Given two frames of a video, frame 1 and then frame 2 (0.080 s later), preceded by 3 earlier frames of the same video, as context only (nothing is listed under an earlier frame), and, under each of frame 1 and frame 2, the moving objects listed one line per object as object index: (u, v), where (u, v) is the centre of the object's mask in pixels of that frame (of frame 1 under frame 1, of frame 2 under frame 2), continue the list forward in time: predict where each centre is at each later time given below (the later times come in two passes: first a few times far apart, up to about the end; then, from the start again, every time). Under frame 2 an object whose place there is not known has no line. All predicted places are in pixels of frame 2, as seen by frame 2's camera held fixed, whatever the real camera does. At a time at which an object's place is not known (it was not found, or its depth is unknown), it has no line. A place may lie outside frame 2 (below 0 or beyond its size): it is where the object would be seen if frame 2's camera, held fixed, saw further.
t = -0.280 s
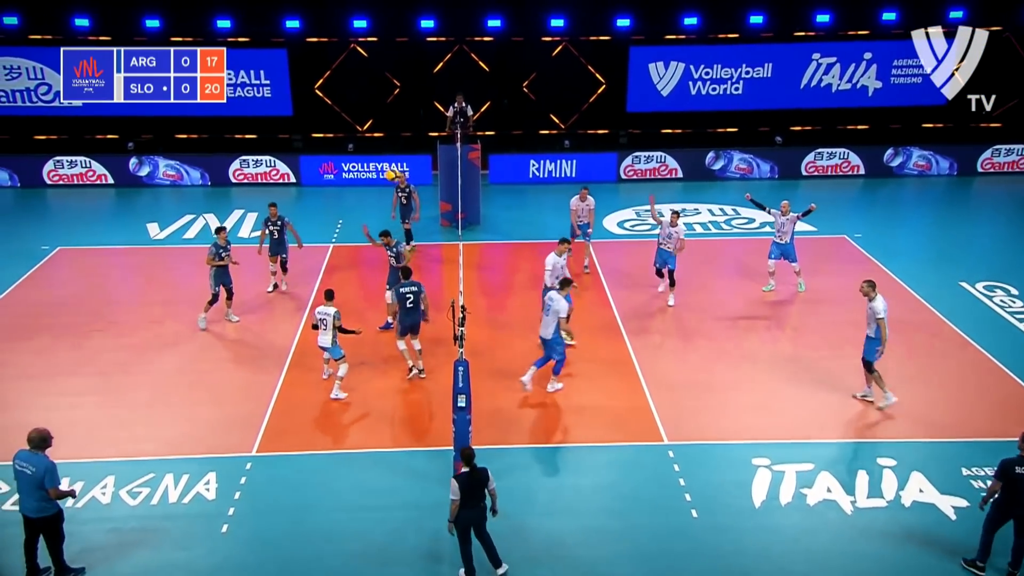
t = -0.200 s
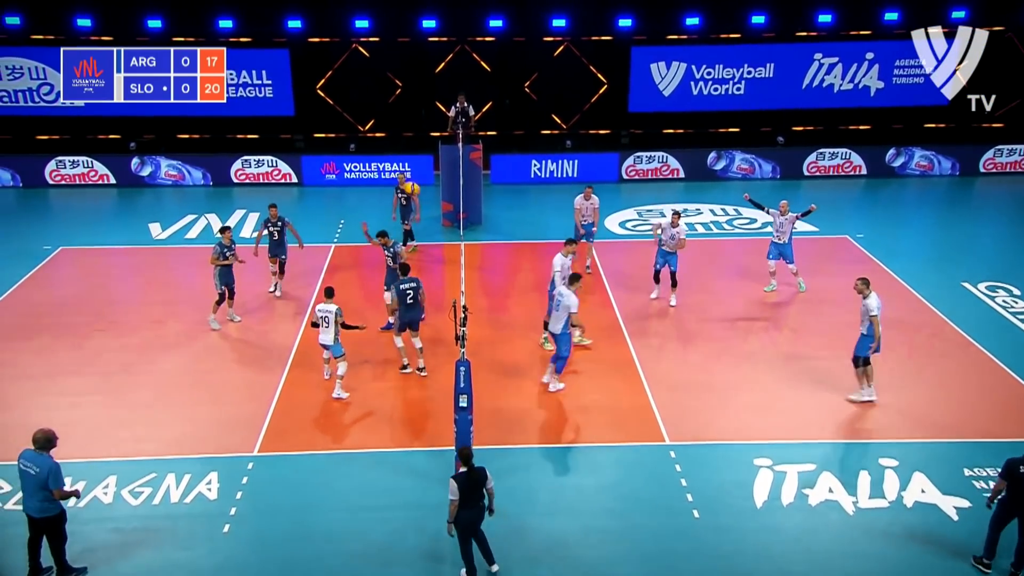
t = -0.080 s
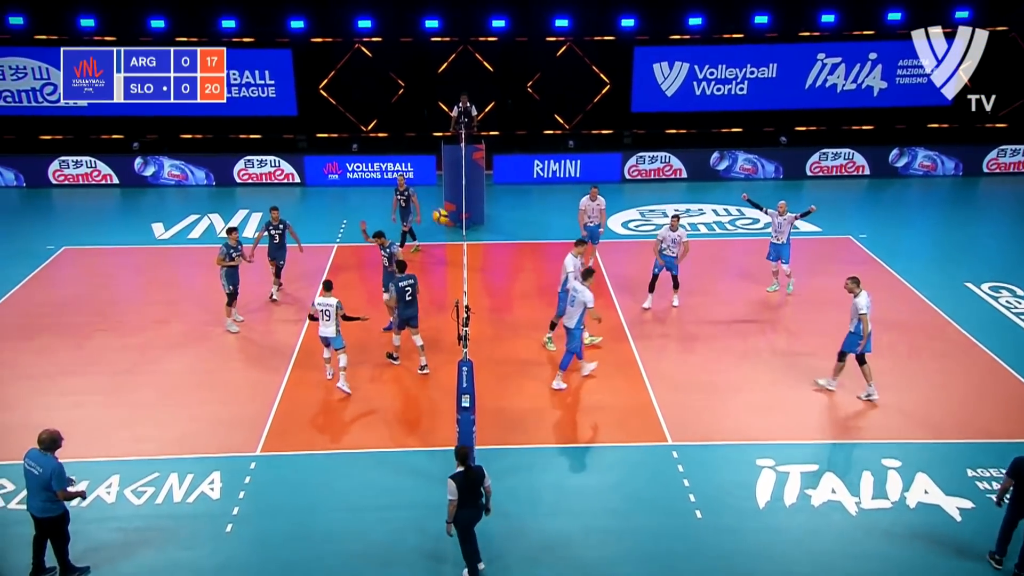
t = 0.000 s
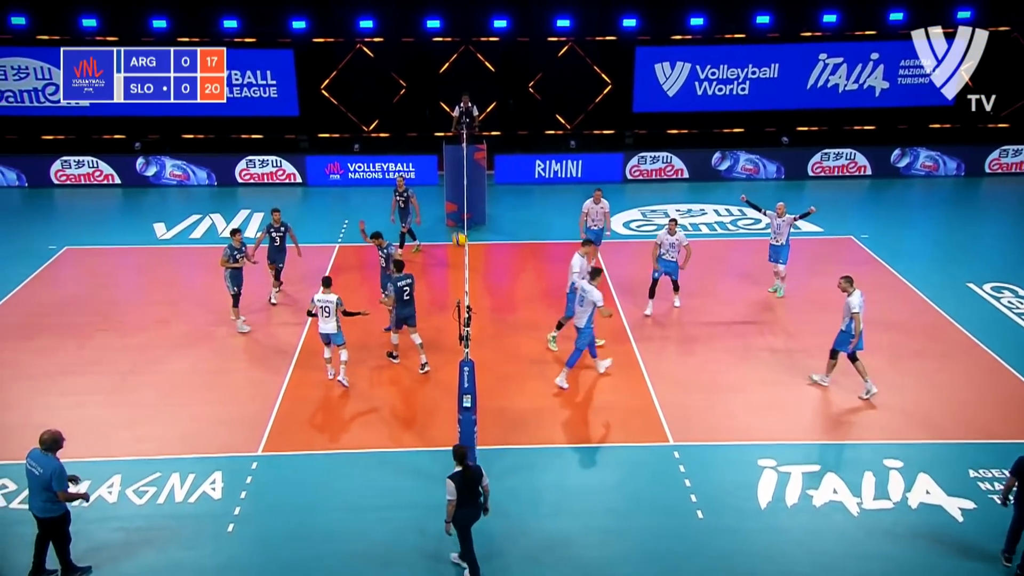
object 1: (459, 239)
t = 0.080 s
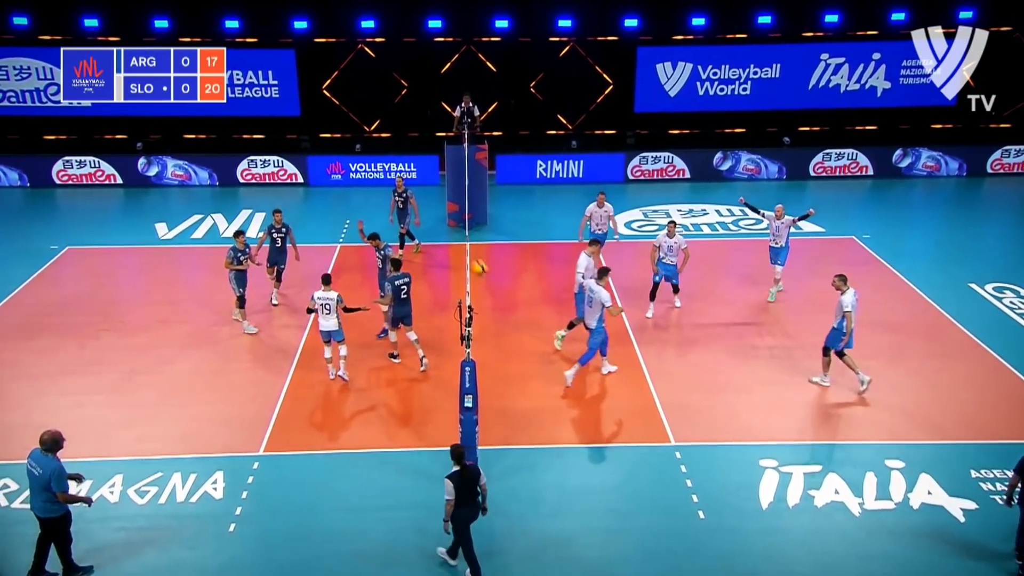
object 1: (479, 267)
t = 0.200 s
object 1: (506, 315)
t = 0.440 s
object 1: (562, 443)
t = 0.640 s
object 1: (588, 436)
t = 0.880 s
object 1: (609, 395)
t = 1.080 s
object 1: (627, 389)
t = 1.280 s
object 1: (643, 412)
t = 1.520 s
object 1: (662, 475)
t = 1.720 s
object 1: (675, 539)
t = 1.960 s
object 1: (700, 504)
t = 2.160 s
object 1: (720, 506)
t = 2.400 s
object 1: (741, 546)
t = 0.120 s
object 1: (489, 283)
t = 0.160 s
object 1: (497, 300)
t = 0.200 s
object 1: (506, 315)
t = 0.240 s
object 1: (515, 335)
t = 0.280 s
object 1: (525, 354)
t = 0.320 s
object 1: (534, 377)
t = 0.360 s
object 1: (543, 397)
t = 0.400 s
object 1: (552, 419)
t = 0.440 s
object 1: (562, 443)
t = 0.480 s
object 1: (573, 468)
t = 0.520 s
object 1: (578, 470)
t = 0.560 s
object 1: (581, 457)
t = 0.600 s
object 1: (584, 447)
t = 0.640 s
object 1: (588, 436)
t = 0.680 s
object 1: (592, 427)
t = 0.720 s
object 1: (595, 418)
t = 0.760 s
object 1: (598, 410)
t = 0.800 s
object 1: (602, 404)
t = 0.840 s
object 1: (607, 399)
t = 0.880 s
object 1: (609, 395)
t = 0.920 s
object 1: (613, 391)
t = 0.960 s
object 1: (616, 389)
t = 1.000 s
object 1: (621, 388)
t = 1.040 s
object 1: (624, 388)
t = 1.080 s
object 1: (627, 389)
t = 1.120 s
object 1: (630, 391)
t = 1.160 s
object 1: (634, 395)
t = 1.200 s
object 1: (637, 399)
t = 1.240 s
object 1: (640, 405)
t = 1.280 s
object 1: (643, 412)
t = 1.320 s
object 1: (648, 420)
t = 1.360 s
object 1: (650, 429)
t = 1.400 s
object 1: (652, 439)
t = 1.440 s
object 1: (656, 451)
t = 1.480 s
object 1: (659, 462)
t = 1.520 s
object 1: (662, 475)
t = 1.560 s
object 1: (664, 491)
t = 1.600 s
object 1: (667, 506)
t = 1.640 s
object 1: (669, 521)
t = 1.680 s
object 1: (671, 538)
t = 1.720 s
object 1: (675, 539)
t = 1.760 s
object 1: (679, 531)
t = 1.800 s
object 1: (683, 524)
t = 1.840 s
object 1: (688, 518)
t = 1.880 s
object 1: (692, 512)
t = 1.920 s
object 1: (696, 508)
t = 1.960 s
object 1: (700, 504)
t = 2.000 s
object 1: (704, 503)
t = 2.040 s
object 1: (708, 502)
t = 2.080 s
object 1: (712, 502)
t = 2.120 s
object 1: (716, 503)
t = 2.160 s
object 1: (720, 506)
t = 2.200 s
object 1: (724, 509)
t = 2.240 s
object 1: (728, 515)
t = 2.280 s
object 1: (731, 521)
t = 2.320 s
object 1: (734, 529)
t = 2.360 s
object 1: (738, 537)
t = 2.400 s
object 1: (741, 546)
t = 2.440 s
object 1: (744, 557)
